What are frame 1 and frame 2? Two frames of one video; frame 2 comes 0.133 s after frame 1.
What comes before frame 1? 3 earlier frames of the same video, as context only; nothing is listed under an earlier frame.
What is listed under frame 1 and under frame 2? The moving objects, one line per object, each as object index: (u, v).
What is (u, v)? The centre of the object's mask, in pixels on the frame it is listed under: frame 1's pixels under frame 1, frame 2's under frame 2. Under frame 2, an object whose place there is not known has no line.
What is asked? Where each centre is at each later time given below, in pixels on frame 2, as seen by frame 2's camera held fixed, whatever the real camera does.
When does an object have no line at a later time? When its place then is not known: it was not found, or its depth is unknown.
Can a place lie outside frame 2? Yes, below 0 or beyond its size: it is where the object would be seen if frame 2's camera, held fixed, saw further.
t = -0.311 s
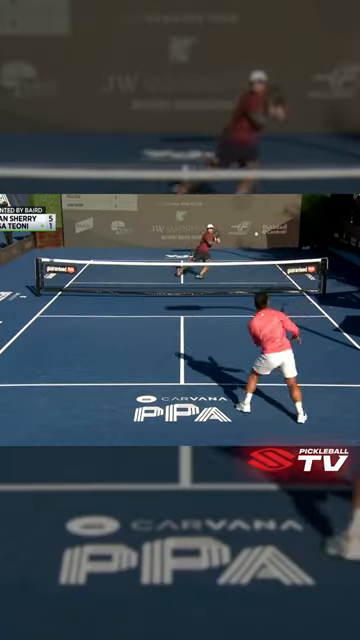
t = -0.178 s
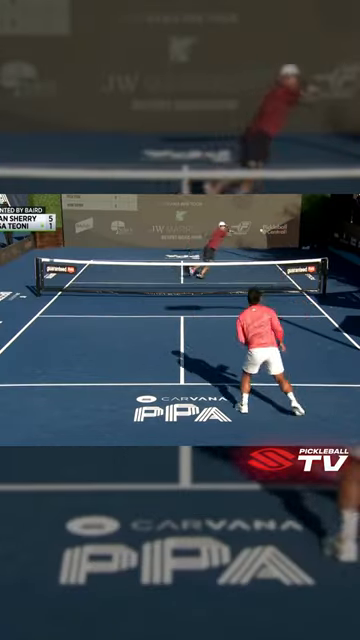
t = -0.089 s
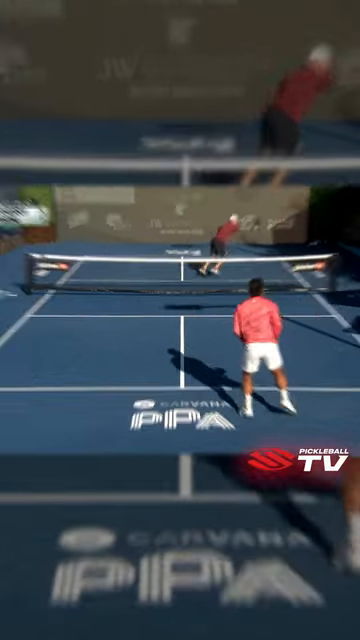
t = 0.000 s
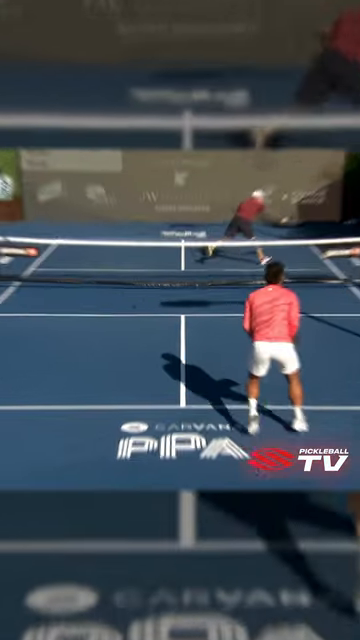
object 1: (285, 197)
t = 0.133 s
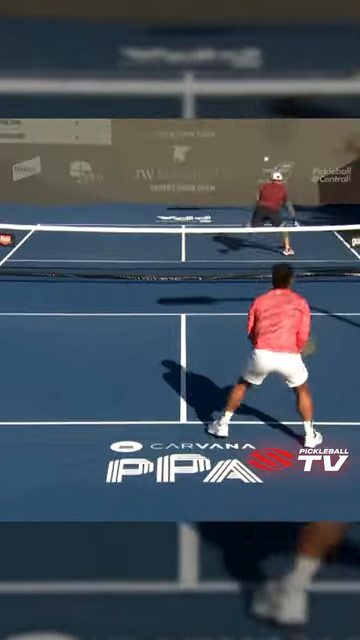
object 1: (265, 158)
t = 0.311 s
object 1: (217, 152)
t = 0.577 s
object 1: (132, 176)
